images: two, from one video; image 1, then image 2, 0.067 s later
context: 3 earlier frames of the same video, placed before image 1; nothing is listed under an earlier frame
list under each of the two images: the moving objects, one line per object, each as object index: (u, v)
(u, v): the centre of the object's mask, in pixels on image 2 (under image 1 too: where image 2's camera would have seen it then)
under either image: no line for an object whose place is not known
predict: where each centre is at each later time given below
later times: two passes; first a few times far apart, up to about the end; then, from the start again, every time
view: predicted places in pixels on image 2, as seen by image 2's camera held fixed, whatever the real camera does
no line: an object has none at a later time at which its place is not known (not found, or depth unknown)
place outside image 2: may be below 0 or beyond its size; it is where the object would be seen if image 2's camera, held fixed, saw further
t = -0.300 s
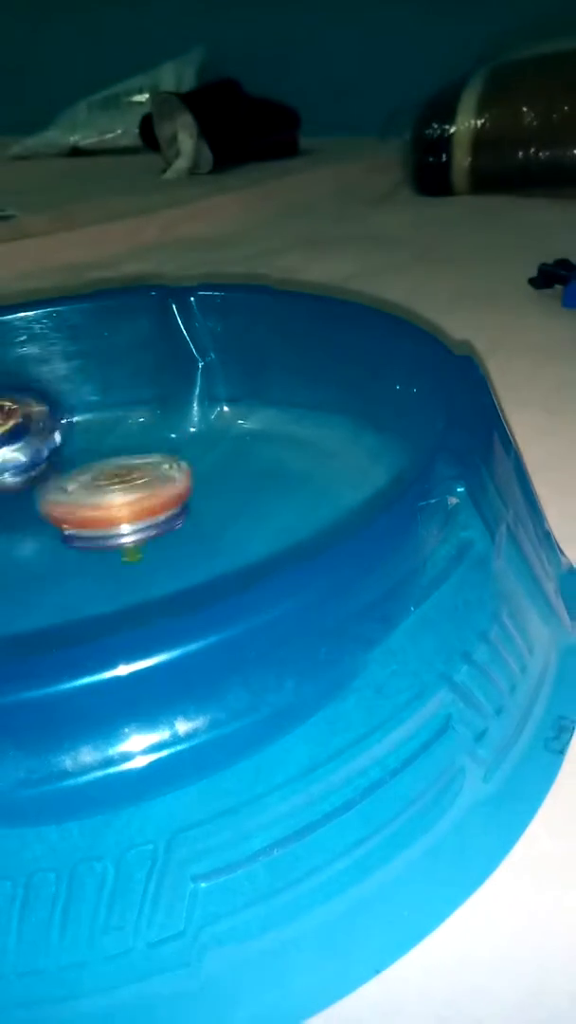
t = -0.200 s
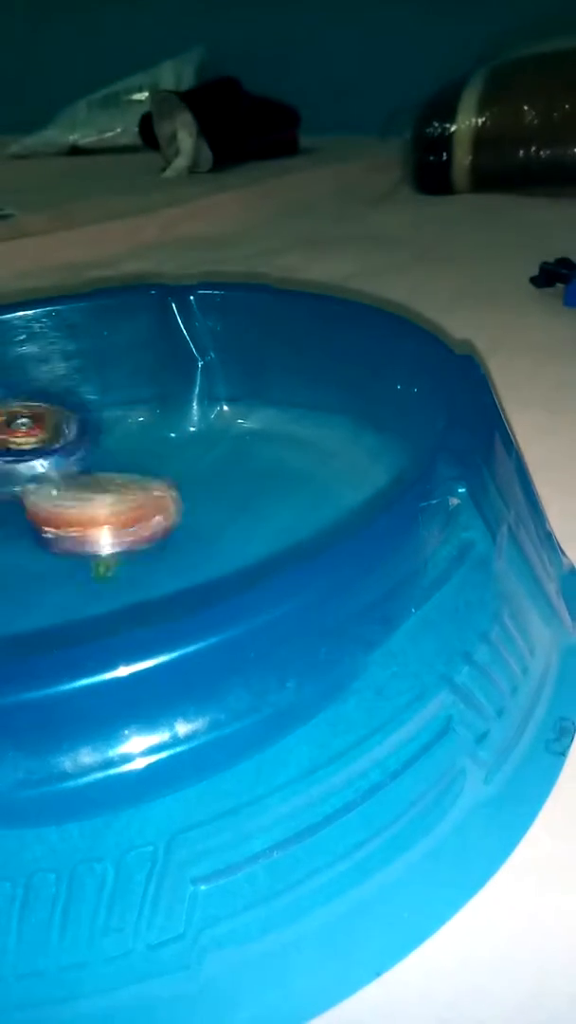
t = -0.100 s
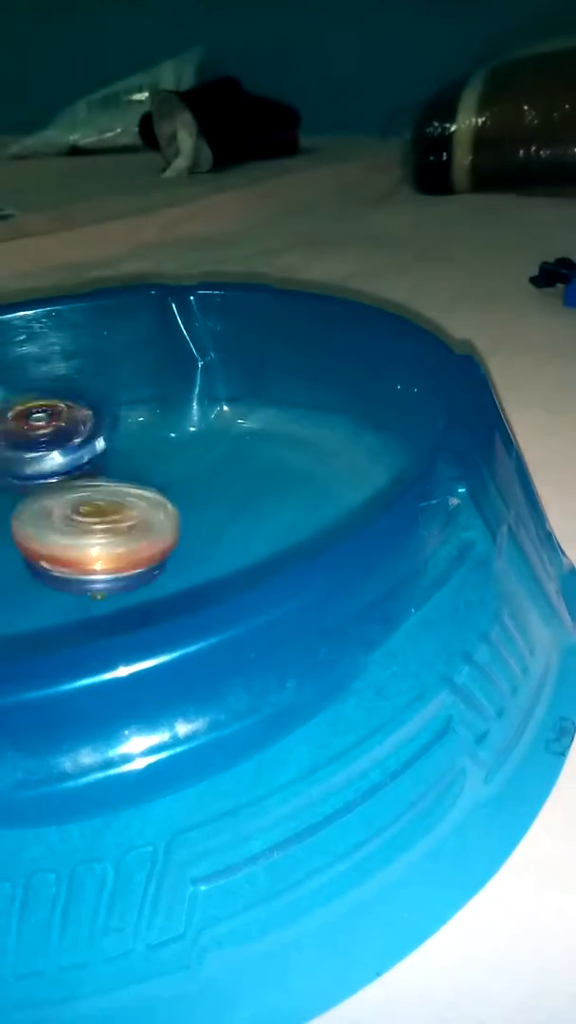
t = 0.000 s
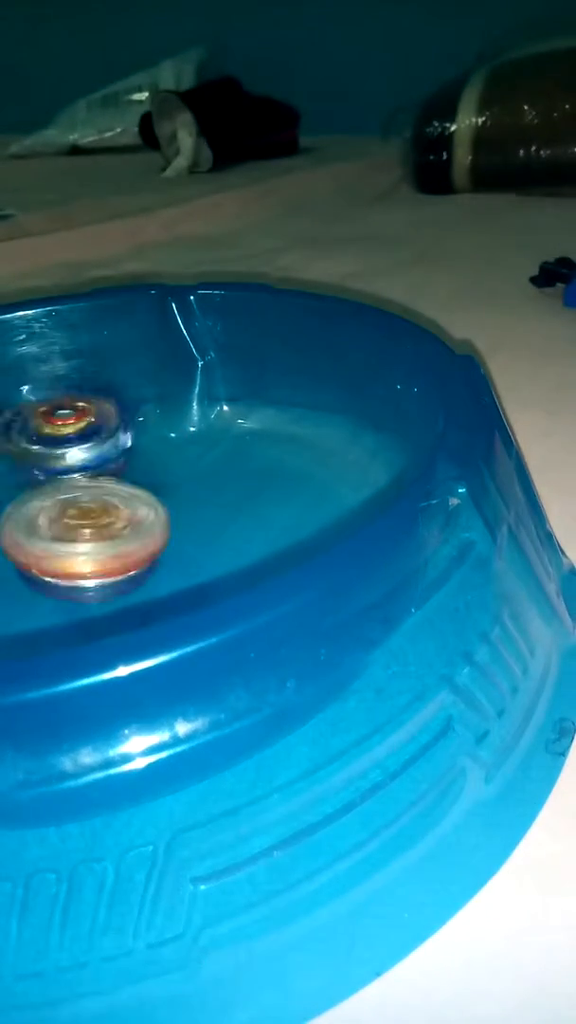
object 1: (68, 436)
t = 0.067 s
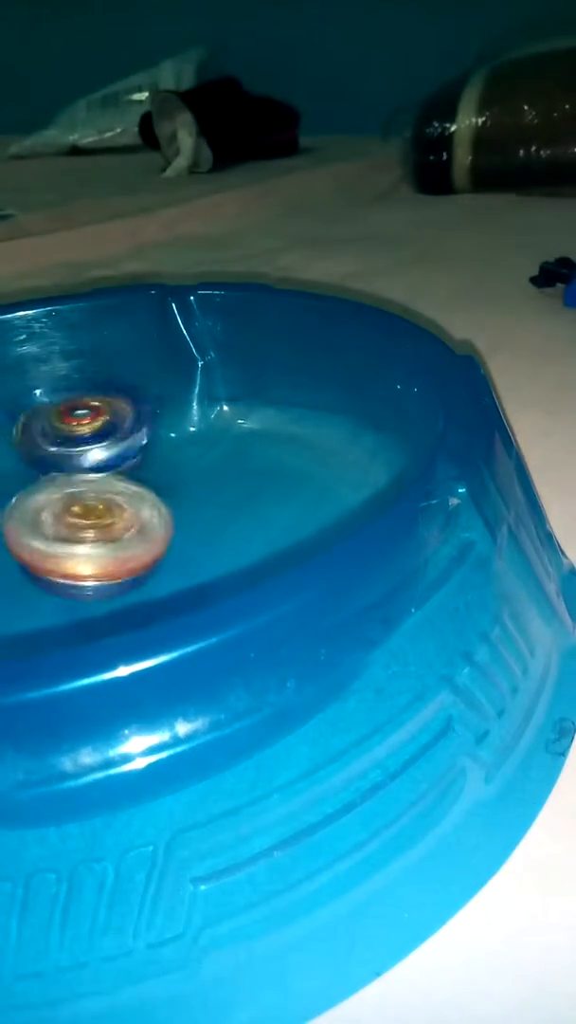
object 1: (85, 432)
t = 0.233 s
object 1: (144, 431)
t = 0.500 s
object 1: (169, 433)
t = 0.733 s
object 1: (193, 448)
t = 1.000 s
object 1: (104, 522)
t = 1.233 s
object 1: (178, 483)
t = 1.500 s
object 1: (206, 459)
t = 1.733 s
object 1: (125, 490)
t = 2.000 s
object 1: (82, 468)
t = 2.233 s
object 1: (92, 483)
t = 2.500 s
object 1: (81, 485)
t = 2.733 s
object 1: (105, 479)
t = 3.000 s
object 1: (117, 481)
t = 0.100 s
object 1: (94, 431)
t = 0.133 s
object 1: (105, 433)
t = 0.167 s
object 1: (118, 435)
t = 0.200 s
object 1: (130, 434)
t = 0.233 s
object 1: (144, 431)
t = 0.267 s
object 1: (157, 432)
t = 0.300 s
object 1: (165, 430)
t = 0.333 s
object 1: (172, 431)
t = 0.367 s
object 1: (174, 429)
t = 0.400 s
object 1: (174, 429)
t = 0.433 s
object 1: (175, 431)
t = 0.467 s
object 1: (171, 431)
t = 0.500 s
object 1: (169, 433)
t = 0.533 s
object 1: (165, 435)
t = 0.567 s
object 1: (171, 431)
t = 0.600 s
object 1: (181, 415)
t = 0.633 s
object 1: (187, 413)
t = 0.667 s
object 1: (191, 427)
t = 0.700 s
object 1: (191, 437)
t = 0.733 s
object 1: (193, 448)
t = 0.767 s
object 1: (190, 457)
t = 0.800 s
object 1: (184, 473)
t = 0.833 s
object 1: (176, 480)
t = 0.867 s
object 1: (165, 491)
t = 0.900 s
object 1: (151, 503)
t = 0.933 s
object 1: (135, 511)
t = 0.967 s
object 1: (118, 518)
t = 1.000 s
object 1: (104, 522)
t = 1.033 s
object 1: (96, 526)
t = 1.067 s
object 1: (85, 523)
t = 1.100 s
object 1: (86, 526)
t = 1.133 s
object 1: (113, 515)
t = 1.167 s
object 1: (136, 503)
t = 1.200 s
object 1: (156, 498)
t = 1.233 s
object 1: (178, 483)
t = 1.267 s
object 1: (187, 477)
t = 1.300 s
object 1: (196, 467)
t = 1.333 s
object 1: (205, 460)
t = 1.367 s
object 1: (210, 454)
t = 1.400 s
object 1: (213, 448)
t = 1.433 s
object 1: (214, 449)
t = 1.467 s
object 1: (210, 453)
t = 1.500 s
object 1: (206, 459)
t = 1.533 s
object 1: (200, 457)
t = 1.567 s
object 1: (197, 463)
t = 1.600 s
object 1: (185, 469)
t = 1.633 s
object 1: (172, 473)
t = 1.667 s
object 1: (154, 477)
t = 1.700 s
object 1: (139, 483)
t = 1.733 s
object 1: (125, 490)
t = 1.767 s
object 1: (106, 494)
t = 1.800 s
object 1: (92, 494)
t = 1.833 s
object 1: (87, 494)
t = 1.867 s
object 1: (89, 489)
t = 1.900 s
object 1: (86, 482)
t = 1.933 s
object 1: (82, 475)
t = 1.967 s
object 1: (83, 468)
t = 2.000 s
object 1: (82, 468)
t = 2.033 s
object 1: (81, 469)
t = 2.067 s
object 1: (79, 470)
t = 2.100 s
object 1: (80, 471)
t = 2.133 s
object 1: (83, 473)
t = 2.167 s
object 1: (87, 476)
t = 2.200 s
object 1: (91, 479)
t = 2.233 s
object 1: (92, 483)
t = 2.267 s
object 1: (89, 482)
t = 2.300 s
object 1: (84, 487)
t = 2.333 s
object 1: (86, 490)
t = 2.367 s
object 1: (86, 495)
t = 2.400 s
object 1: (82, 493)
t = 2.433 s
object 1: (80, 488)
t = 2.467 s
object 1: (80, 490)
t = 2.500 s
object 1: (81, 485)
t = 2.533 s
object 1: (88, 483)
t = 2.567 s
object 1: (96, 484)
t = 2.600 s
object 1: (100, 480)
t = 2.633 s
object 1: (103, 478)
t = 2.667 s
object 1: (107, 480)
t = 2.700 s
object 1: (106, 479)
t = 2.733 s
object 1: (105, 479)
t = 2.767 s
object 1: (109, 478)
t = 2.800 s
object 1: (114, 479)
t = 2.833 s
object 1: (115, 480)
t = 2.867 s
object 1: (115, 480)
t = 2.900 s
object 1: (114, 481)
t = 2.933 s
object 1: (116, 481)
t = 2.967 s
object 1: (116, 481)
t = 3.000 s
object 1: (117, 481)
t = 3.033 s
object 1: (117, 481)
